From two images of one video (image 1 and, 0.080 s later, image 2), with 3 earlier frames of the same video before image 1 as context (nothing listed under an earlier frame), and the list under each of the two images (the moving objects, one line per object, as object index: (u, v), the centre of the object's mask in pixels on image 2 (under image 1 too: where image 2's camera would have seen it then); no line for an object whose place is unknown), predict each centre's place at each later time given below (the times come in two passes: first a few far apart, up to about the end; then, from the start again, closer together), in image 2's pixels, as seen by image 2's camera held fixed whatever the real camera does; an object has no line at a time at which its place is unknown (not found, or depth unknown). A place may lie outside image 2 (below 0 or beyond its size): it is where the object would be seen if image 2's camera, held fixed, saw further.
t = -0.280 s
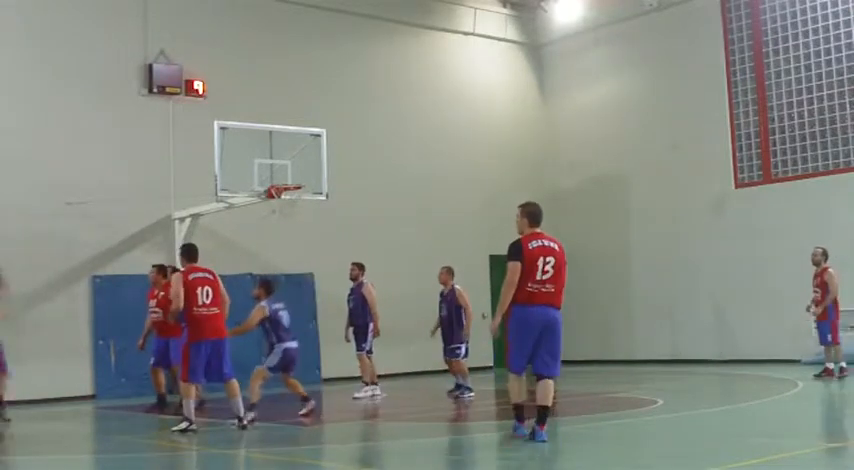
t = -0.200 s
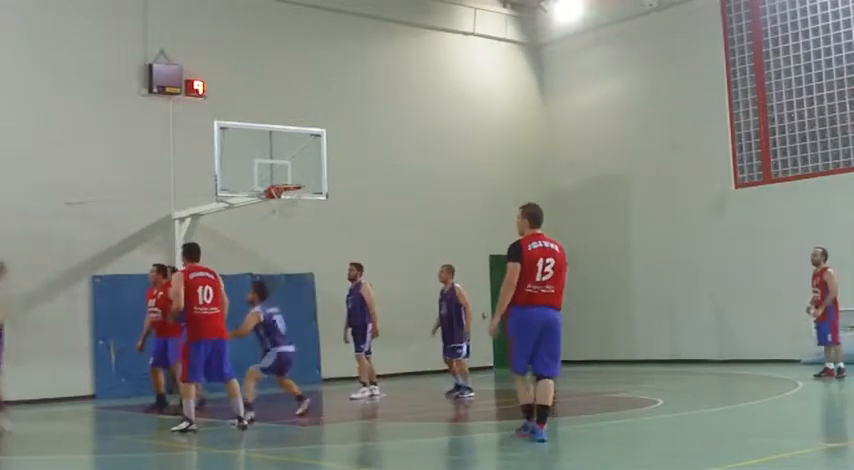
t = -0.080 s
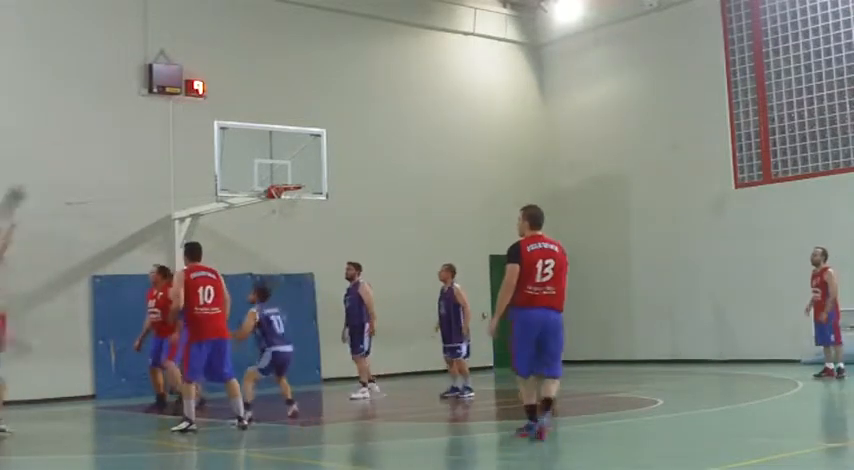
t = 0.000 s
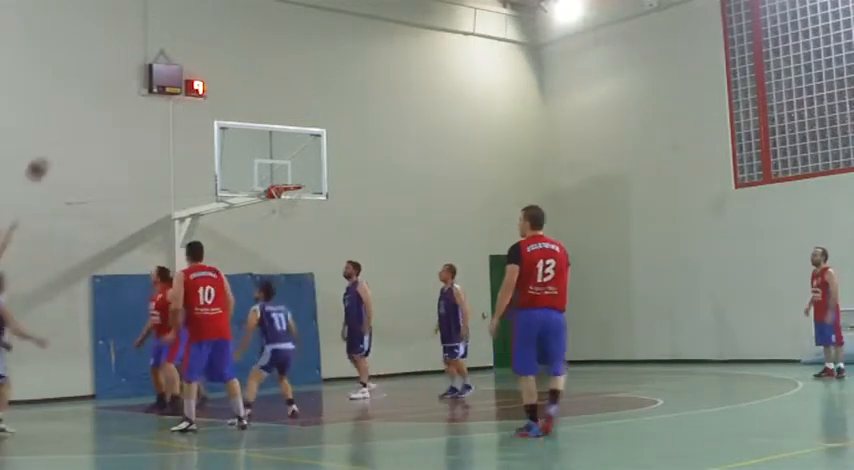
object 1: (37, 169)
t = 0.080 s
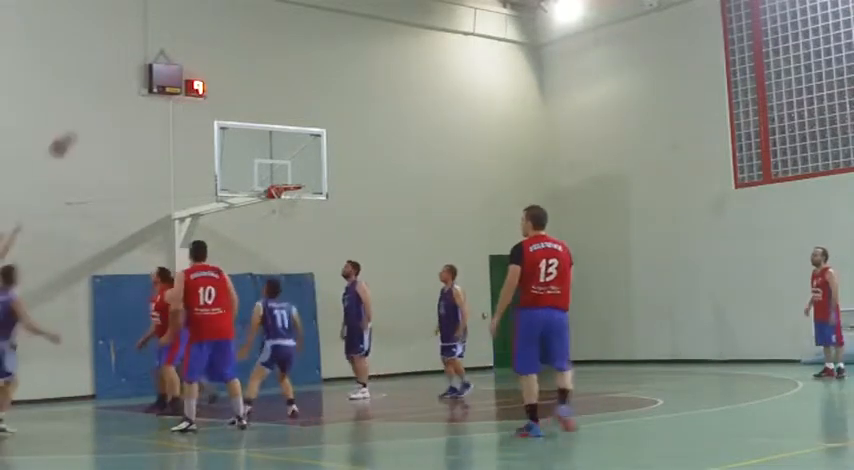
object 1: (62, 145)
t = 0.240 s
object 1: (108, 112)
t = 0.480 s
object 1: (174, 100)
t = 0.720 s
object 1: (236, 126)
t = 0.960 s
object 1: (297, 194)
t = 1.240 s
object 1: (311, 235)
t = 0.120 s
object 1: (75, 134)
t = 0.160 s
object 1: (86, 126)
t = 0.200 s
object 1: (97, 118)
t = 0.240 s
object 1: (108, 112)
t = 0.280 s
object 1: (120, 106)
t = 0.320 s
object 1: (131, 103)
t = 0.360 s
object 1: (142, 100)
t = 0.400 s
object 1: (153, 101)
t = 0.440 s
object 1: (163, 100)
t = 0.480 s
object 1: (174, 100)
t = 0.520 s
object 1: (186, 101)
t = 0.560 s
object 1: (197, 103)
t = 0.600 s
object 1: (207, 108)
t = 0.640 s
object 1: (216, 112)
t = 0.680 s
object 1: (226, 117)
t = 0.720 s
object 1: (236, 126)
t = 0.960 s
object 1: (297, 194)
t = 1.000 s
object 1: (302, 199)
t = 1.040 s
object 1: (304, 203)
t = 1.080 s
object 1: (305, 207)
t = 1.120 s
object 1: (306, 212)
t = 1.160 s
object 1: (308, 219)
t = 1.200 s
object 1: (309, 227)
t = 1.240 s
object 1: (311, 235)
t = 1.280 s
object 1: (312, 245)
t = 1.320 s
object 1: (314, 257)
